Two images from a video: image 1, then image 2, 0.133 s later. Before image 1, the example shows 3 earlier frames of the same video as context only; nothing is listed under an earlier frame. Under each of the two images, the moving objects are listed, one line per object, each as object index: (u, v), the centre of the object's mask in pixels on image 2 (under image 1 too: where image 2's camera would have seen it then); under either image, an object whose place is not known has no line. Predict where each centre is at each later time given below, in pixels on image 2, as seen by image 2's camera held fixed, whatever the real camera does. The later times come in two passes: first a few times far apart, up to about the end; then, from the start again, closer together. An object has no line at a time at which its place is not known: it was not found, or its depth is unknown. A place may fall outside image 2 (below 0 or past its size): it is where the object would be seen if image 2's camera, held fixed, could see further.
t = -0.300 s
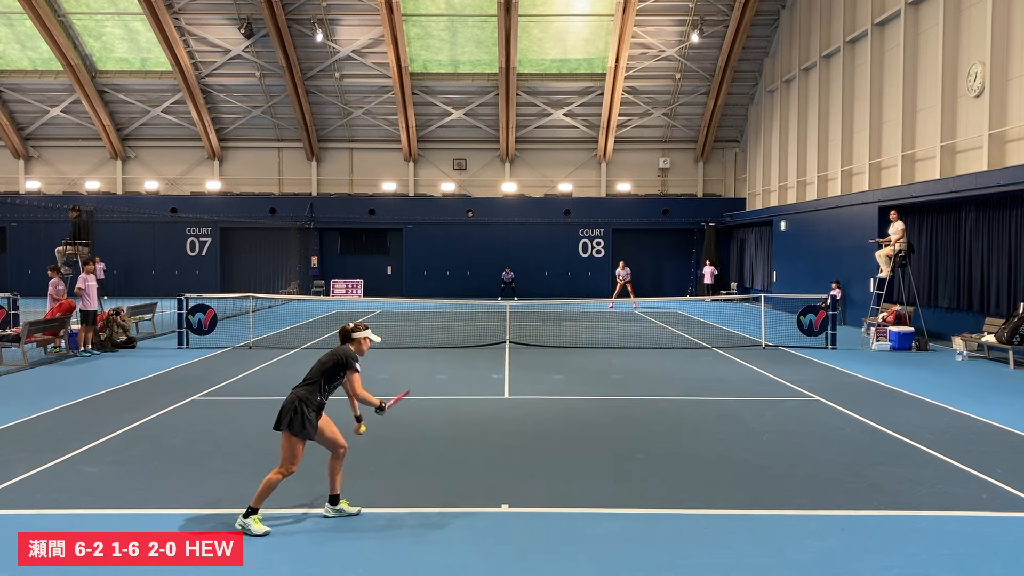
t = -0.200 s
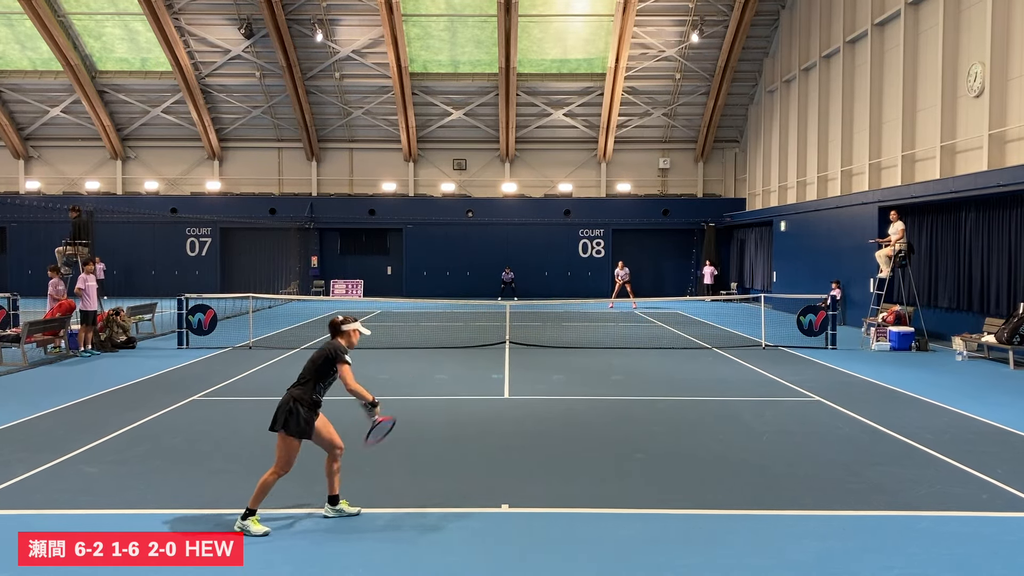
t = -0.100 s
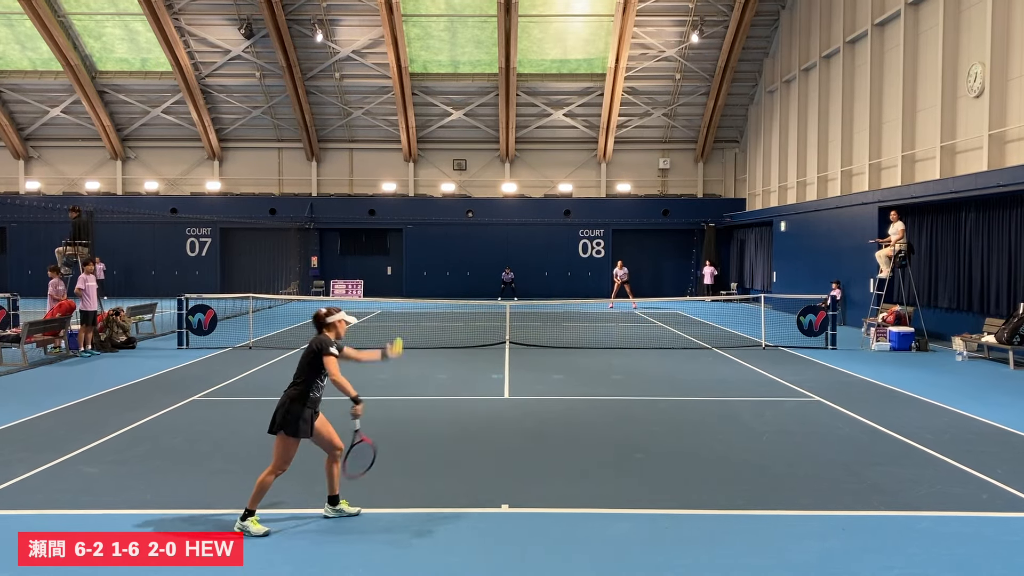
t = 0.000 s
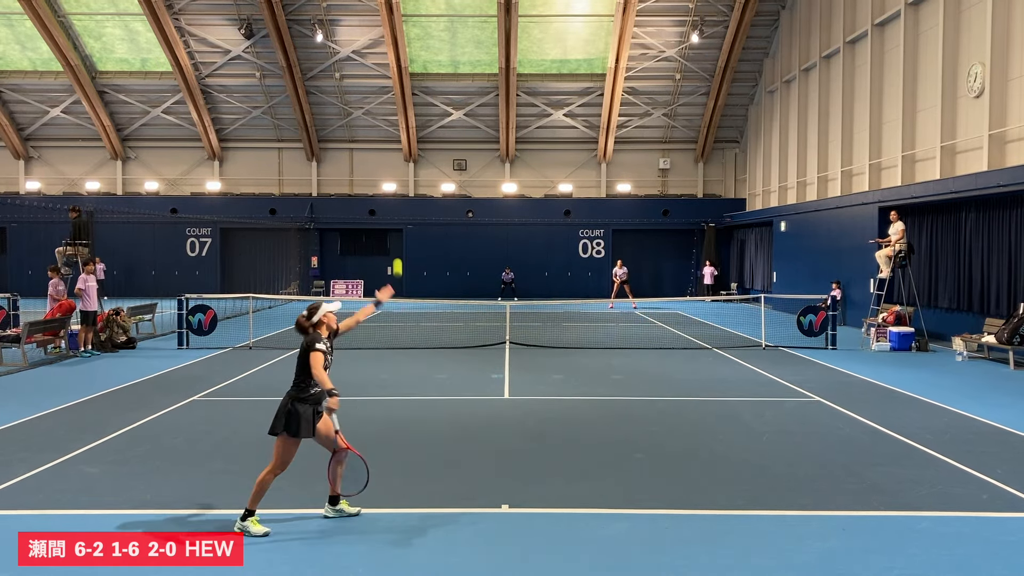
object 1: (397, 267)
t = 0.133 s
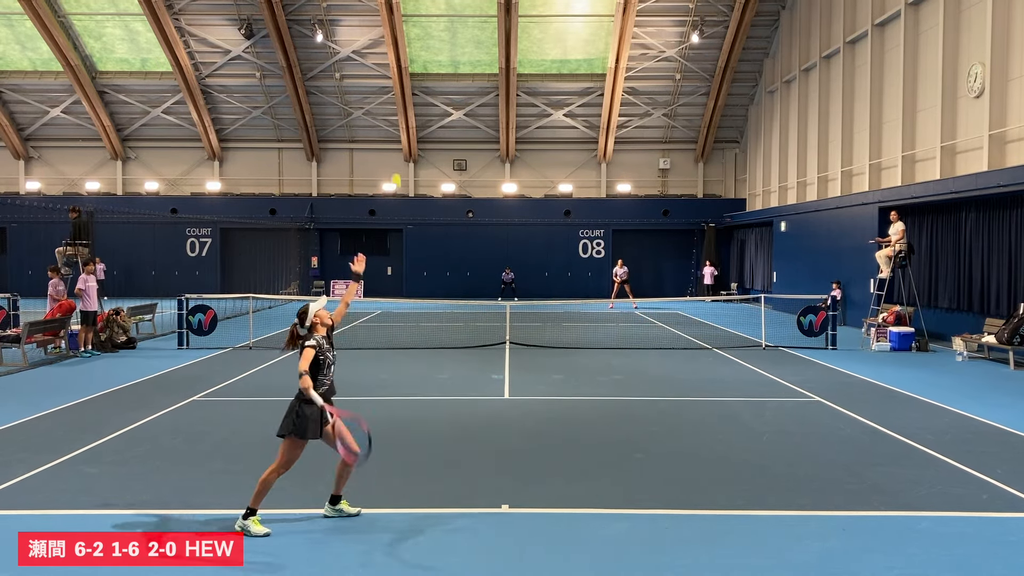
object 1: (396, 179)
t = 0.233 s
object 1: (395, 131)
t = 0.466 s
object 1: (392, 65)
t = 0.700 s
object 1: (390, 70)
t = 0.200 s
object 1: (395, 146)
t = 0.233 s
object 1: (395, 131)
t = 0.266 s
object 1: (394, 117)
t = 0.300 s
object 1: (394, 105)
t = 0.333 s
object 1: (393, 94)
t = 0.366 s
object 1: (393, 84)
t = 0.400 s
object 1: (393, 76)
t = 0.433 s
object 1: (393, 70)
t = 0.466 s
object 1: (392, 65)
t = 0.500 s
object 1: (392, 61)
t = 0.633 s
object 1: (391, 61)
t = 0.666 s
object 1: (390, 65)
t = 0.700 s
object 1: (390, 70)
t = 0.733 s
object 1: (390, 76)
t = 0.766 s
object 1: (389, 84)
